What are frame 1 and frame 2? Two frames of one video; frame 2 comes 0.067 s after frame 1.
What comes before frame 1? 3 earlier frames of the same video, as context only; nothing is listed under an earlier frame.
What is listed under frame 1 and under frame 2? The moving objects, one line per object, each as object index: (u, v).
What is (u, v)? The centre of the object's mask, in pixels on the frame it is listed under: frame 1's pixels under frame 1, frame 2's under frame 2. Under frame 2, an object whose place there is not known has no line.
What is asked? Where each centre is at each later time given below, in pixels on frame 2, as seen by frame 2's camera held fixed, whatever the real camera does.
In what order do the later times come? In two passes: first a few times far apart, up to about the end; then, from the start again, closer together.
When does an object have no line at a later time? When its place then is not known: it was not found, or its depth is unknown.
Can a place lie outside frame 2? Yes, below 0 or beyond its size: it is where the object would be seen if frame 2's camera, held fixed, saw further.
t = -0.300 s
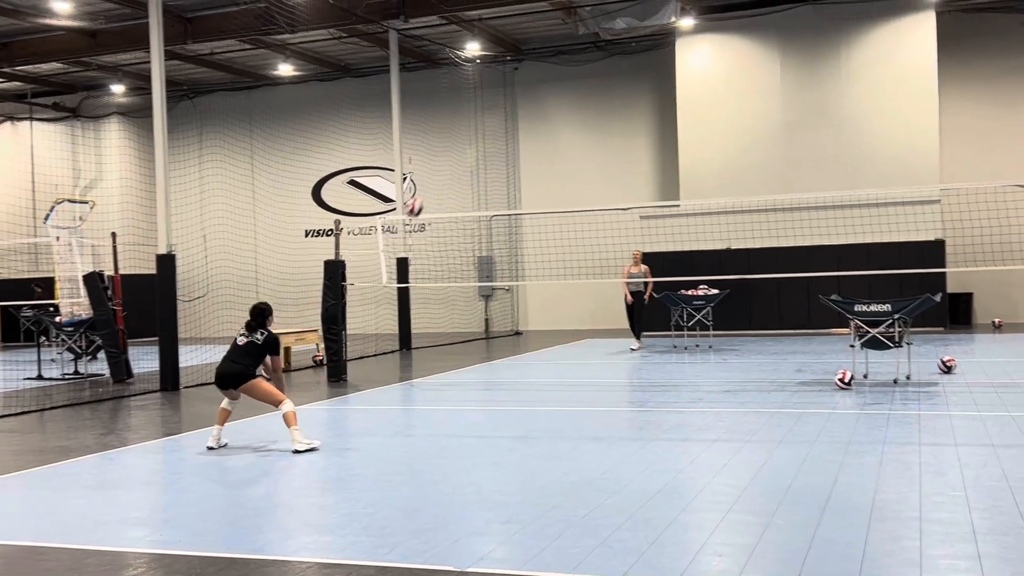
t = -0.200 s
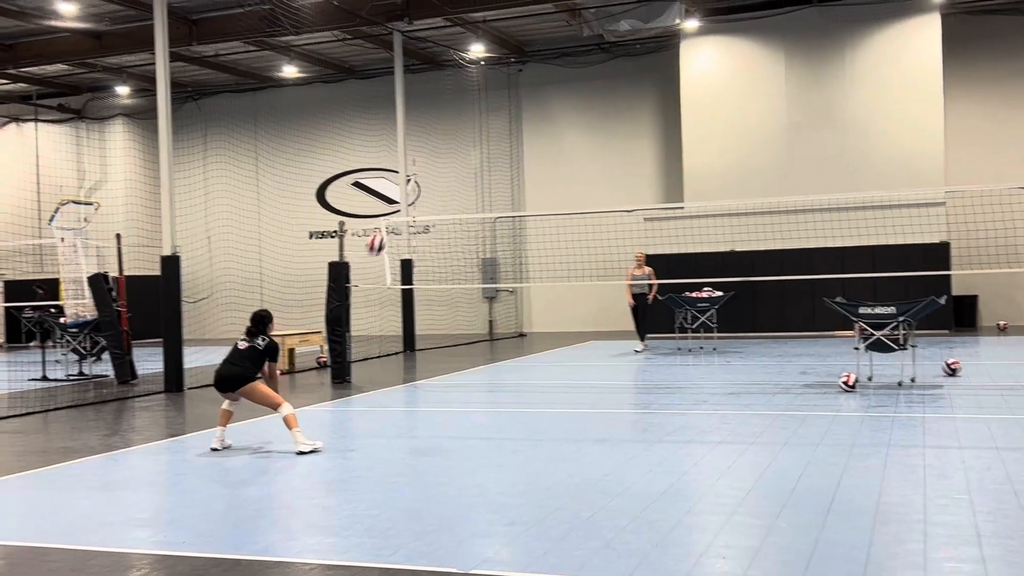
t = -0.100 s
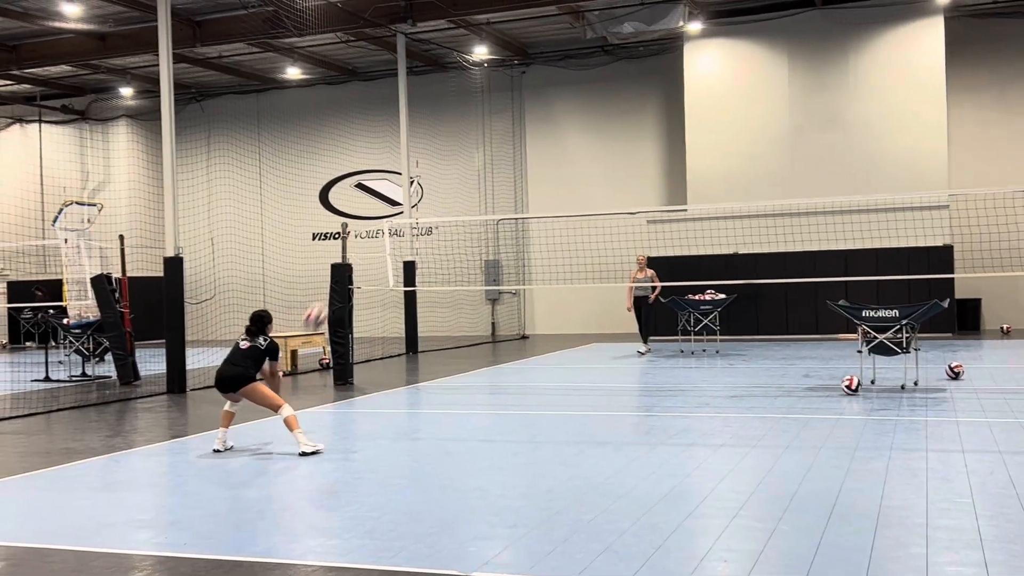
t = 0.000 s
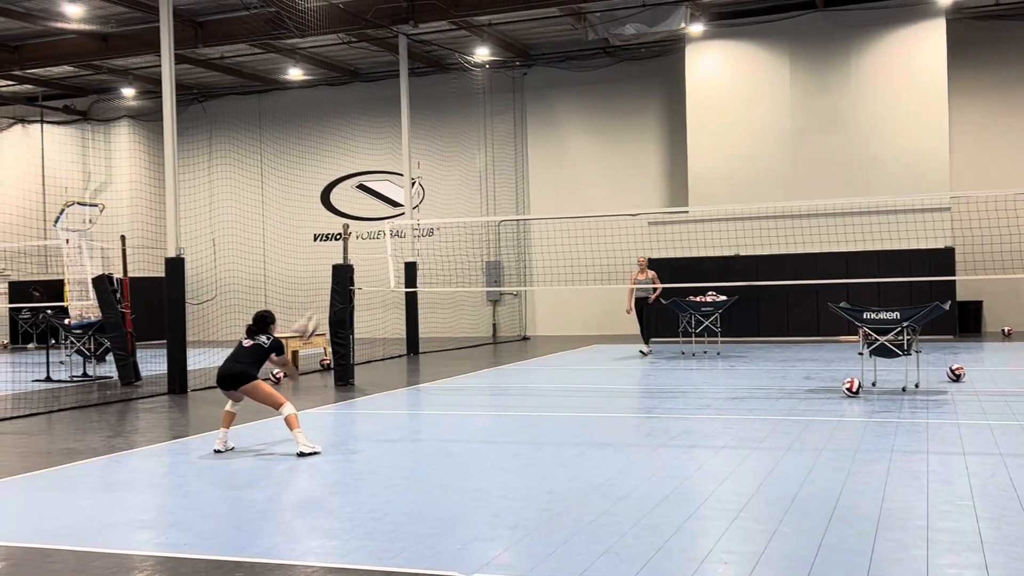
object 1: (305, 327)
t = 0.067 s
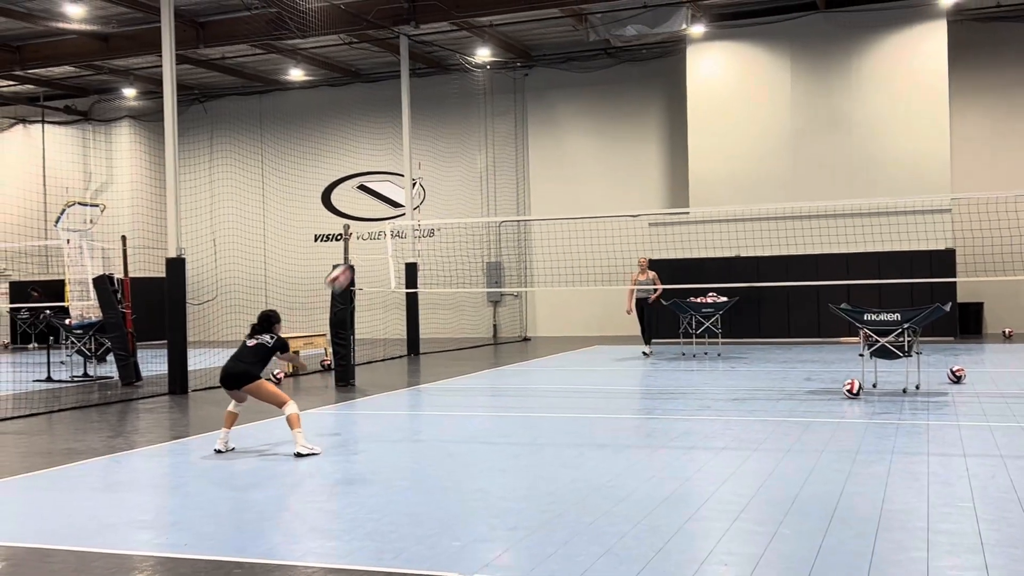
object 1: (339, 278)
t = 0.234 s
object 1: (410, 180)
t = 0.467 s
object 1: (498, 106)
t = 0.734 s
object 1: (582, 89)
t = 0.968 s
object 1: (647, 123)
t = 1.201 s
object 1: (704, 196)
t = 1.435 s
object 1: (737, 277)
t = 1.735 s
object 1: (743, 359)
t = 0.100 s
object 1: (352, 257)
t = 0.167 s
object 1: (382, 216)
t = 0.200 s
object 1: (396, 198)
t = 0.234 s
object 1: (410, 180)
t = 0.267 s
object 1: (422, 168)
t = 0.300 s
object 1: (436, 154)
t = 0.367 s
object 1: (462, 131)
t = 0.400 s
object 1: (474, 122)
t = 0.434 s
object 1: (486, 113)
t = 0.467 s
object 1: (498, 106)
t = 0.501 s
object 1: (508, 101)
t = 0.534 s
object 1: (520, 96)
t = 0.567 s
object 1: (531, 92)
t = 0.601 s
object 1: (541, 89)
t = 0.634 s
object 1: (552, 88)
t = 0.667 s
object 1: (562, 87)
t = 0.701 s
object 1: (572, 88)
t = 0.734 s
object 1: (582, 89)
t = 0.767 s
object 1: (593, 92)
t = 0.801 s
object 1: (602, 95)
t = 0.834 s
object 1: (611, 99)
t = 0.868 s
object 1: (620, 104)
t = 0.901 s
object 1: (630, 110)
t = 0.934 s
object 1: (639, 116)
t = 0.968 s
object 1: (647, 123)
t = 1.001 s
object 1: (656, 132)
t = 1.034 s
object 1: (664, 141)
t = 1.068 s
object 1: (672, 150)
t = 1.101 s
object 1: (681, 161)
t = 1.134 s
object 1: (688, 172)
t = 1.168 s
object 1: (696, 185)
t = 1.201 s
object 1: (704, 196)
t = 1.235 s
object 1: (711, 208)
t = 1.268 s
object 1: (719, 221)
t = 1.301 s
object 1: (725, 236)
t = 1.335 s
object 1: (731, 249)
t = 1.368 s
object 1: (734, 261)
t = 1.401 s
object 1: (736, 269)
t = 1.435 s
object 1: (737, 277)
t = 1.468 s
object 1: (737, 282)
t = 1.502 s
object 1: (738, 289)
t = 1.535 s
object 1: (738, 296)
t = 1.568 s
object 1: (739, 304)
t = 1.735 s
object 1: (743, 359)
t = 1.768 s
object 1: (745, 373)
